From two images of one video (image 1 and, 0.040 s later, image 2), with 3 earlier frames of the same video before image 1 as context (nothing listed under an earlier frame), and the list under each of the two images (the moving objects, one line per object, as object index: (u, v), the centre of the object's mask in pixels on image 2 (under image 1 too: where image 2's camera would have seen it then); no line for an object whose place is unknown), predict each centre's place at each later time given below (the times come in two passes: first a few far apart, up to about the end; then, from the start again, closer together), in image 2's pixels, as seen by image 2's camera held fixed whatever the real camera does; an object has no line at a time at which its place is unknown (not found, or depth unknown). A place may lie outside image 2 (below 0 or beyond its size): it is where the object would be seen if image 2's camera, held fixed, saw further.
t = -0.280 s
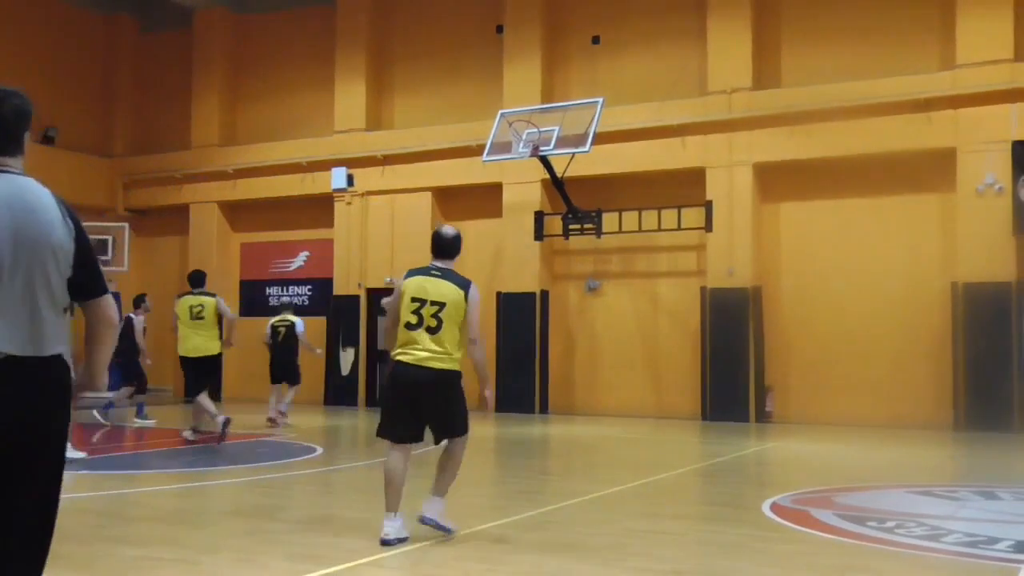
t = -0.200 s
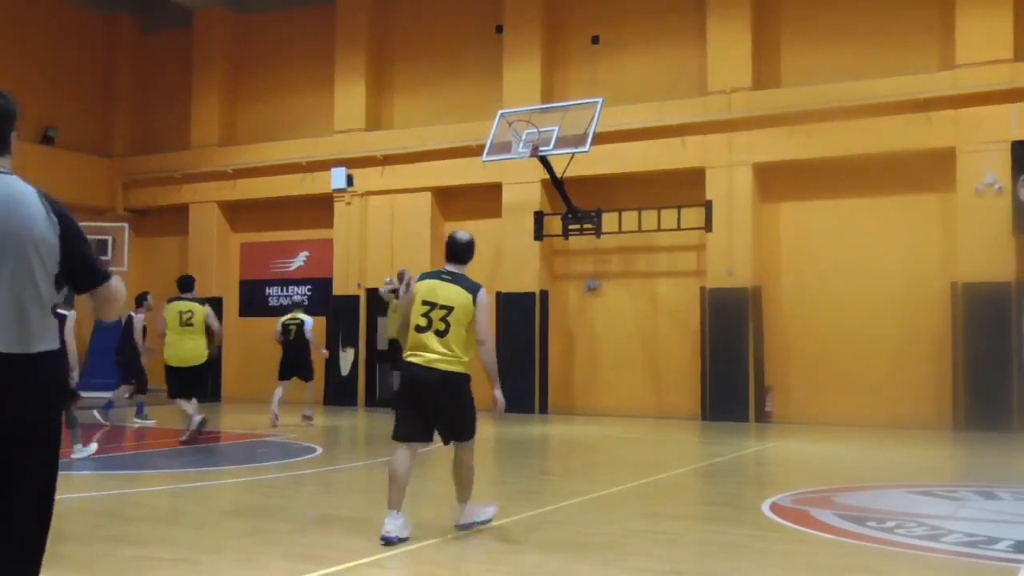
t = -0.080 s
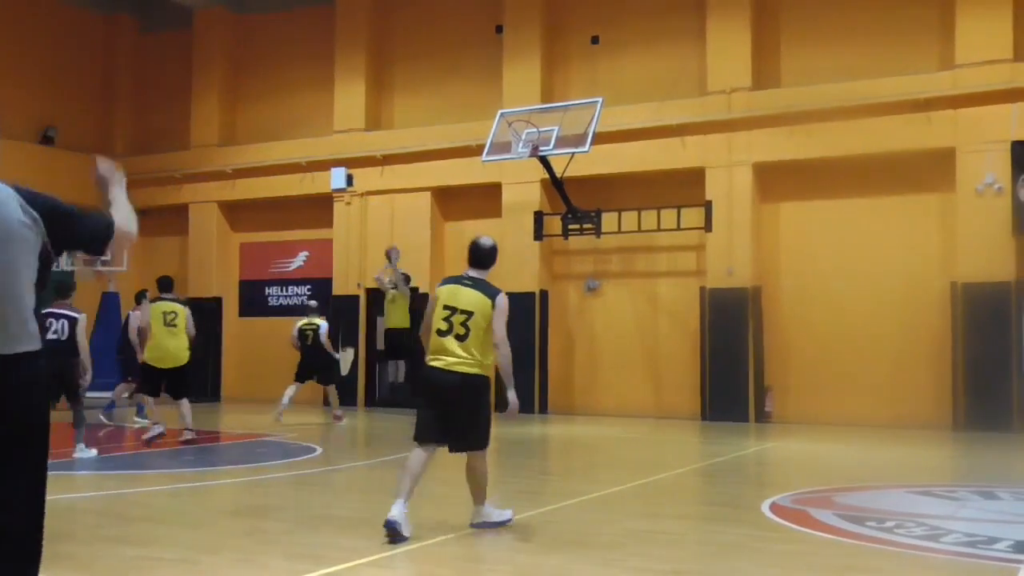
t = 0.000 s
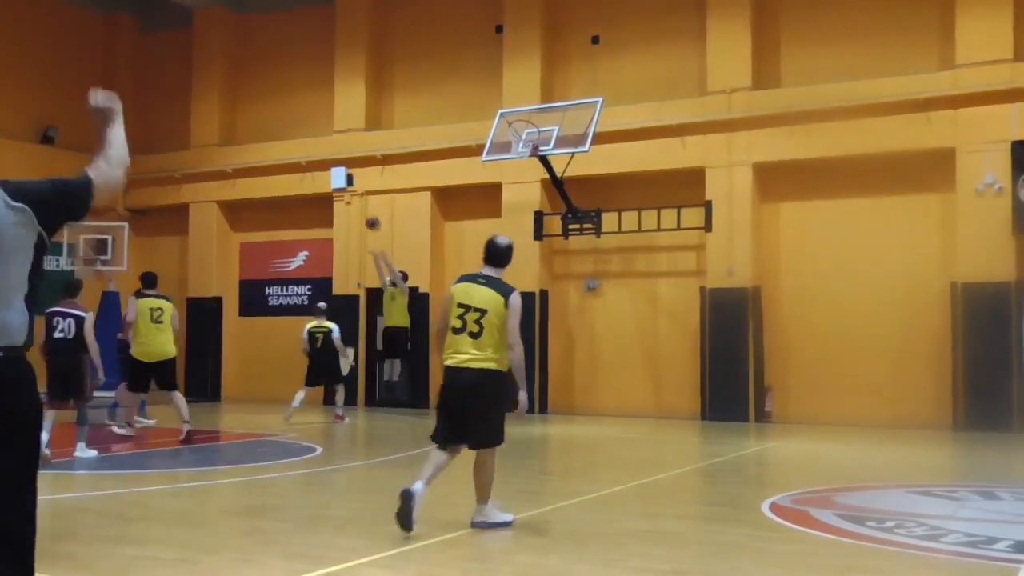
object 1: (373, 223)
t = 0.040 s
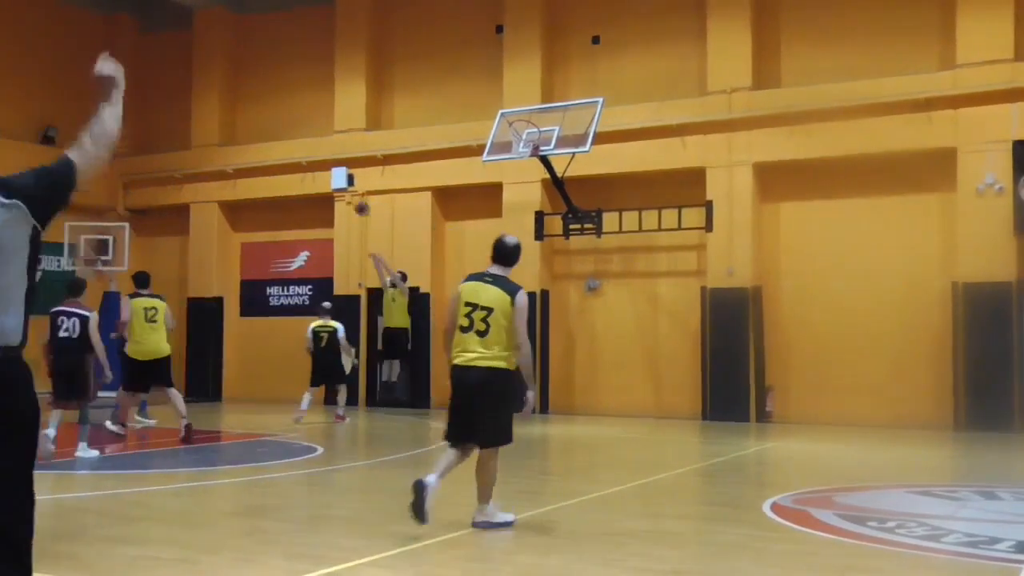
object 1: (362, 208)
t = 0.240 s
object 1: (298, 143)
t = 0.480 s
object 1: (219, 95)
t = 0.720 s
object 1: (135, 82)
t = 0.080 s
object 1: (349, 195)
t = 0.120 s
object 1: (335, 179)
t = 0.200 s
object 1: (310, 155)
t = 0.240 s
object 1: (298, 143)
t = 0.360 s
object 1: (259, 115)
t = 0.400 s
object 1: (246, 107)
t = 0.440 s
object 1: (233, 101)
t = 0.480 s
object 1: (219, 95)
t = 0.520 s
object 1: (205, 91)
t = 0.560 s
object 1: (192, 87)
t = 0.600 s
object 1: (178, 83)
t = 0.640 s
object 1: (163, 81)
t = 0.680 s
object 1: (149, 81)
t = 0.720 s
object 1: (135, 82)
